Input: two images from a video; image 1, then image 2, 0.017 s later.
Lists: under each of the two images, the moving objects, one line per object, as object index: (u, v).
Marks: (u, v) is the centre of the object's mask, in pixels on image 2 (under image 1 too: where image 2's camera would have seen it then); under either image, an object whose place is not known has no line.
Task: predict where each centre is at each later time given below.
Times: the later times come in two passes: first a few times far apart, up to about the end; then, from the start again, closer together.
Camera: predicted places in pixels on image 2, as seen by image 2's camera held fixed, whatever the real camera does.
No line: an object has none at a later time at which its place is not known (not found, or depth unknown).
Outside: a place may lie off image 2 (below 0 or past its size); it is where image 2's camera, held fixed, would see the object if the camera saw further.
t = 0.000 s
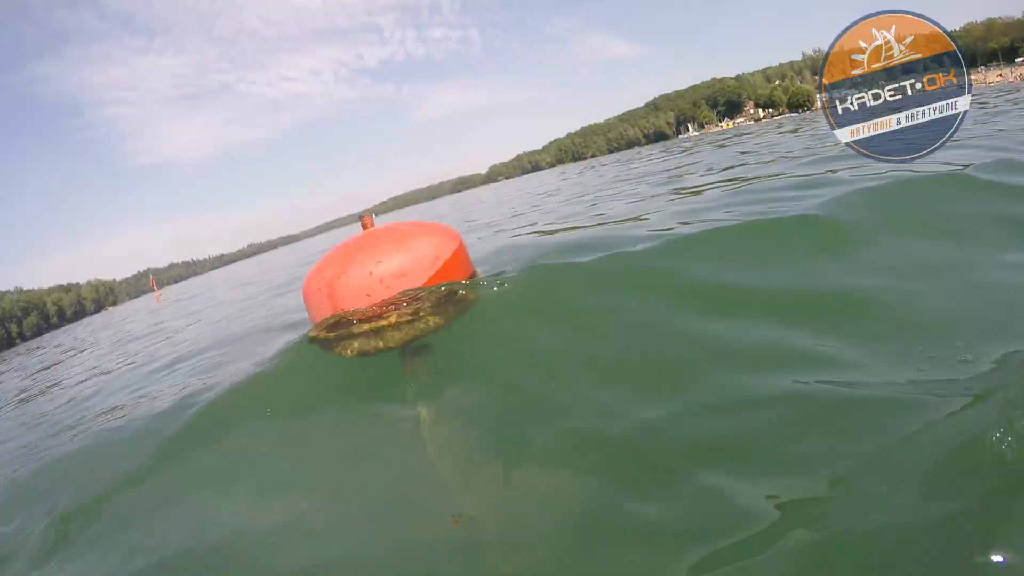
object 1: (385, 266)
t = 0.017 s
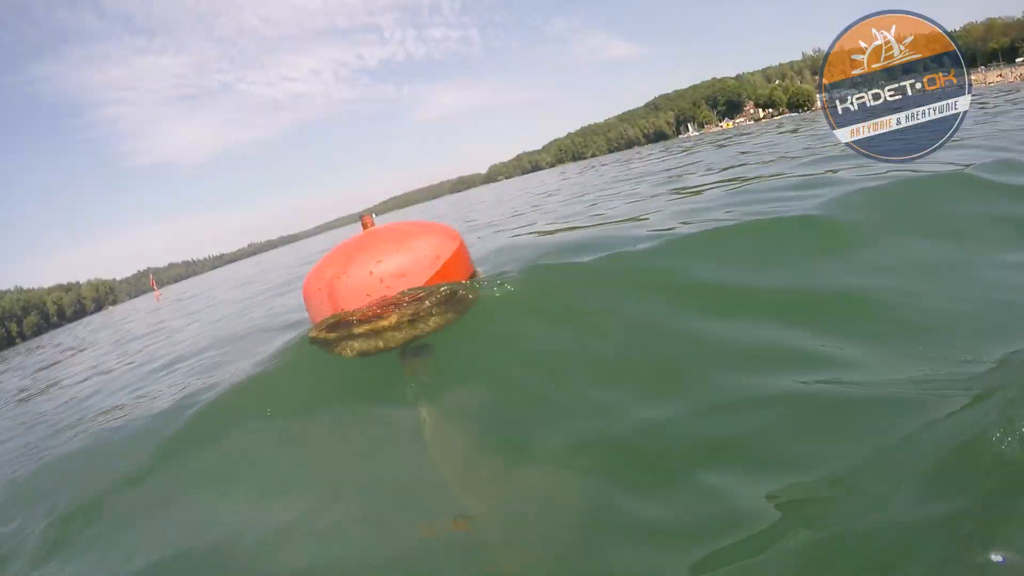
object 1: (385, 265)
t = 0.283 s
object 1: (396, 280)
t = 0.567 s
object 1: (399, 302)
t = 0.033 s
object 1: (385, 265)
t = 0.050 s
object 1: (386, 265)
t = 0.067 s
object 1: (386, 267)
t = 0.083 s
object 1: (387, 267)
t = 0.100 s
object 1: (388, 268)
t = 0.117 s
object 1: (390, 269)
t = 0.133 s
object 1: (390, 275)
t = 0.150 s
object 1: (392, 278)
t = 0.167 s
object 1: (393, 278)
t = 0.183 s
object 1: (393, 280)
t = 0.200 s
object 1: (395, 280)
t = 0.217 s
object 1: (395, 280)
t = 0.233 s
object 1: (395, 280)
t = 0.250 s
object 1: (396, 280)
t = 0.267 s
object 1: (396, 280)
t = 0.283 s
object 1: (396, 280)
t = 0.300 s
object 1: (396, 280)
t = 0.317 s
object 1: (400, 296)
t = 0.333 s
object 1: (399, 296)
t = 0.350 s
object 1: (400, 298)
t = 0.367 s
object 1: (400, 297)
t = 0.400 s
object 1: (399, 298)
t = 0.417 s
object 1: (398, 298)
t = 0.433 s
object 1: (399, 299)
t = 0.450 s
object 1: (398, 299)
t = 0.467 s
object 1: (398, 299)
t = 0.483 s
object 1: (398, 298)
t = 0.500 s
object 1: (398, 299)
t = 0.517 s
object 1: (396, 292)
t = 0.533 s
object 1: (396, 291)
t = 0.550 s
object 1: (399, 301)
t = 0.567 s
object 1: (399, 302)
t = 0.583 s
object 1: (396, 292)
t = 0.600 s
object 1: (398, 293)
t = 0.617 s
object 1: (398, 294)
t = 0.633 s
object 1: (398, 294)
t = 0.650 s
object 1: (400, 296)
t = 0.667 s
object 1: (400, 296)
